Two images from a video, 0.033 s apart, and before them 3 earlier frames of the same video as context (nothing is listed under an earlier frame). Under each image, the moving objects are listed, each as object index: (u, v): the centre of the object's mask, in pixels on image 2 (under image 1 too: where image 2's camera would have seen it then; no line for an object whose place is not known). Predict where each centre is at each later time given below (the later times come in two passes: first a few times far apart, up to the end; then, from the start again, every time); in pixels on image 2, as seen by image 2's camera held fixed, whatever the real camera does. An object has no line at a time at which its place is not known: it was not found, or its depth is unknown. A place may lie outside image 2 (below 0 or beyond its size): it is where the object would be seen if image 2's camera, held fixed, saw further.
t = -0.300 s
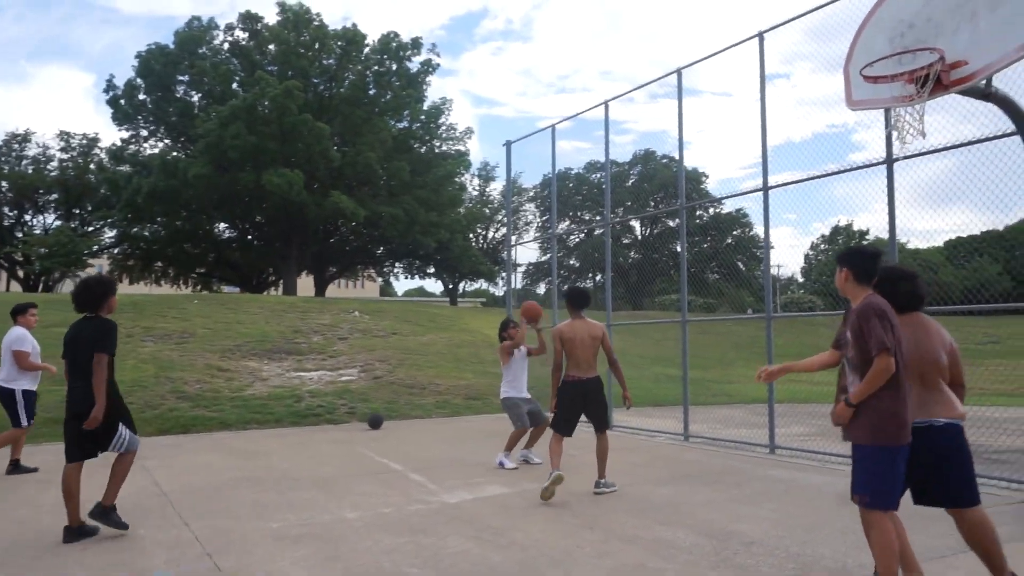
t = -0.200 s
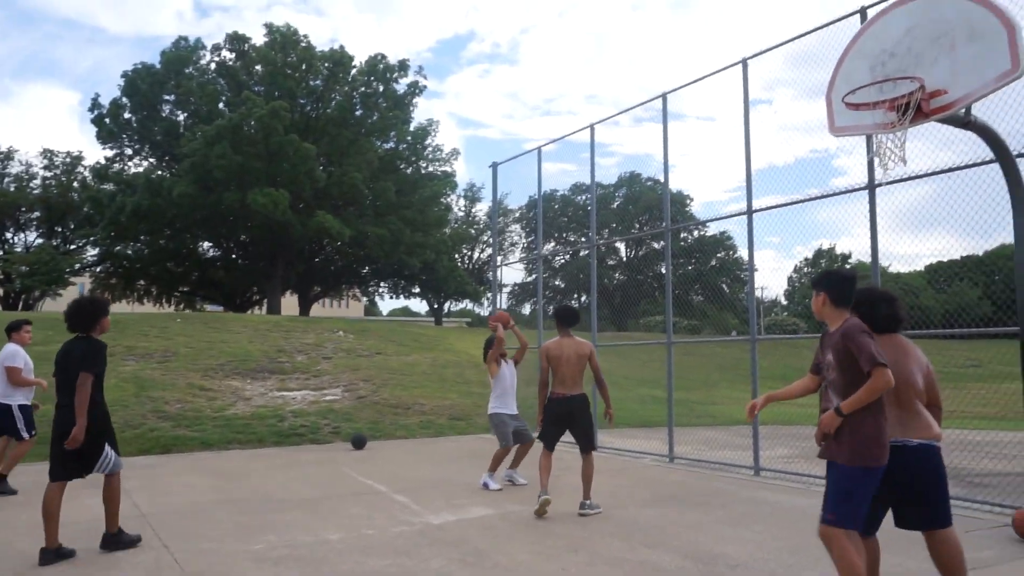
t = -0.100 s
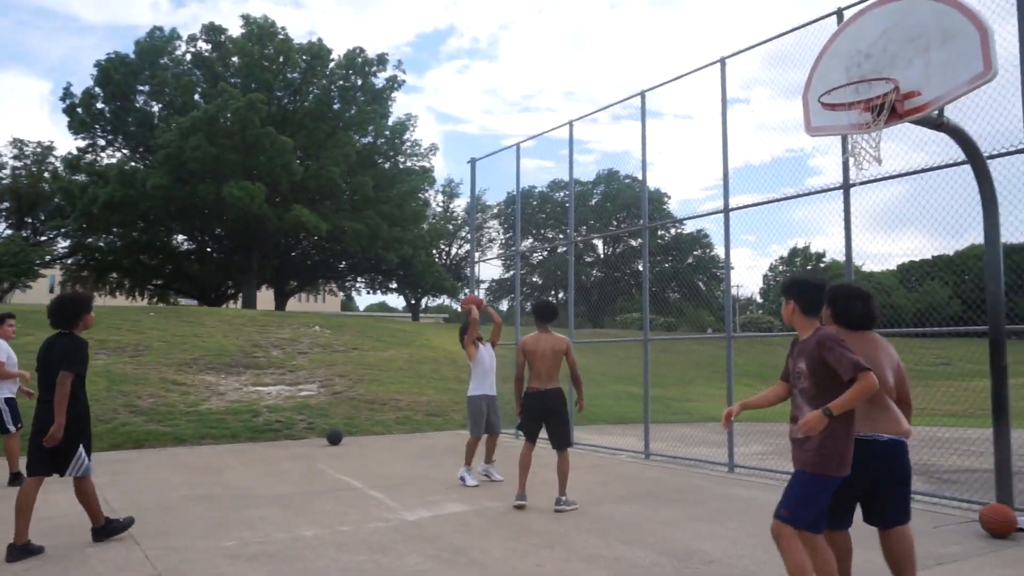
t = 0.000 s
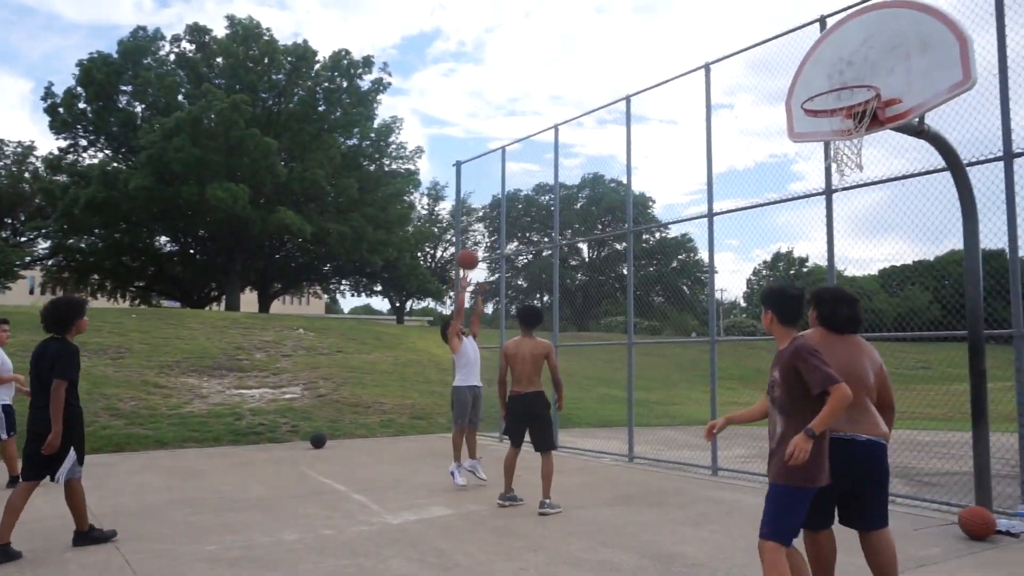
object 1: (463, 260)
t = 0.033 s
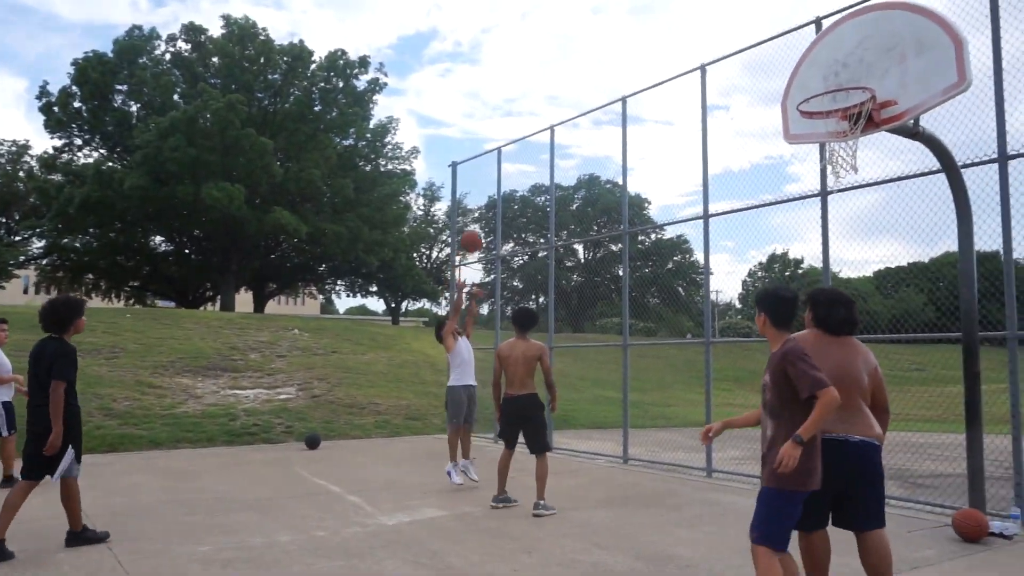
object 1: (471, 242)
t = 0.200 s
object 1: (511, 155)
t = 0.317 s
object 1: (542, 105)
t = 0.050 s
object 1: (474, 232)
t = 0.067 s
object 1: (478, 223)
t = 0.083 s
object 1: (483, 214)
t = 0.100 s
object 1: (486, 205)
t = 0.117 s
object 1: (490, 196)
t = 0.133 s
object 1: (494, 188)
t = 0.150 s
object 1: (498, 179)
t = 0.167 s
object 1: (502, 171)
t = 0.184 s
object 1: (507, 163)
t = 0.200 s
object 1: (511, 155)
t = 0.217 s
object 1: (515, 148)
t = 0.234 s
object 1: (519, 140)
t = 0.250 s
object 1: (524, 133)
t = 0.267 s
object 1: (528, 126)
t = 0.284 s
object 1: (532, 119)
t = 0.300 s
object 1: (537, 112)
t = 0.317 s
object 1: (542, 105)
